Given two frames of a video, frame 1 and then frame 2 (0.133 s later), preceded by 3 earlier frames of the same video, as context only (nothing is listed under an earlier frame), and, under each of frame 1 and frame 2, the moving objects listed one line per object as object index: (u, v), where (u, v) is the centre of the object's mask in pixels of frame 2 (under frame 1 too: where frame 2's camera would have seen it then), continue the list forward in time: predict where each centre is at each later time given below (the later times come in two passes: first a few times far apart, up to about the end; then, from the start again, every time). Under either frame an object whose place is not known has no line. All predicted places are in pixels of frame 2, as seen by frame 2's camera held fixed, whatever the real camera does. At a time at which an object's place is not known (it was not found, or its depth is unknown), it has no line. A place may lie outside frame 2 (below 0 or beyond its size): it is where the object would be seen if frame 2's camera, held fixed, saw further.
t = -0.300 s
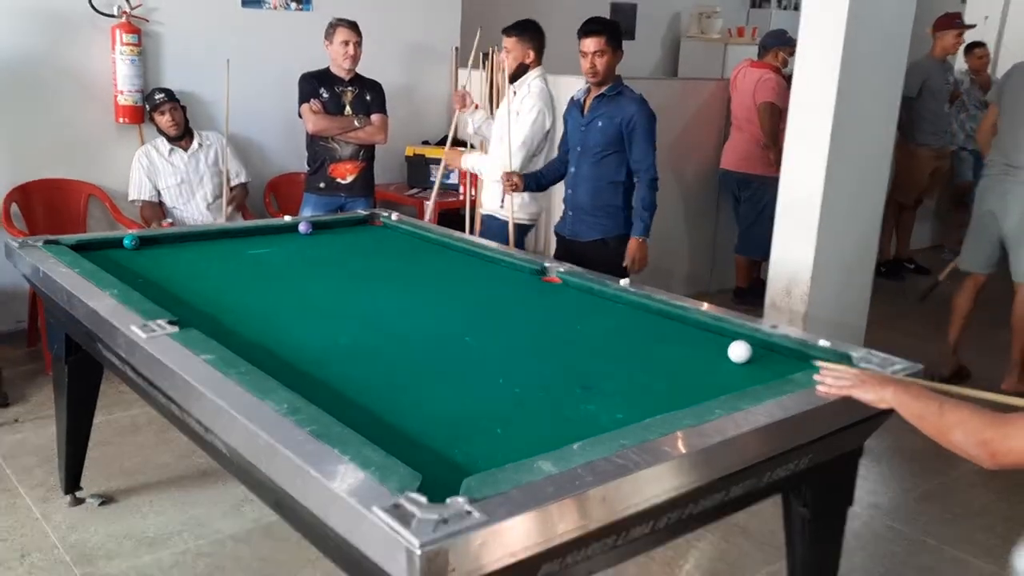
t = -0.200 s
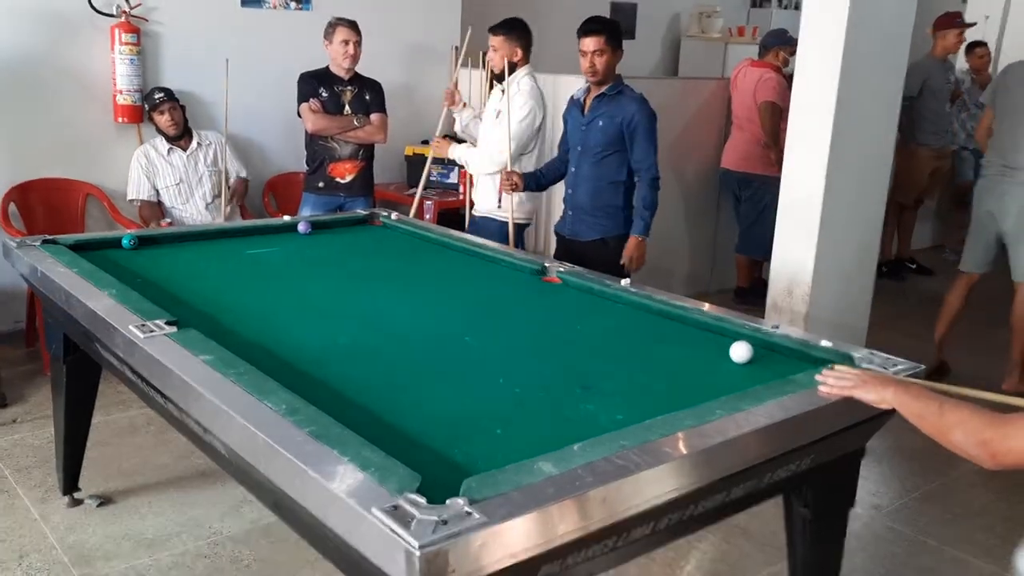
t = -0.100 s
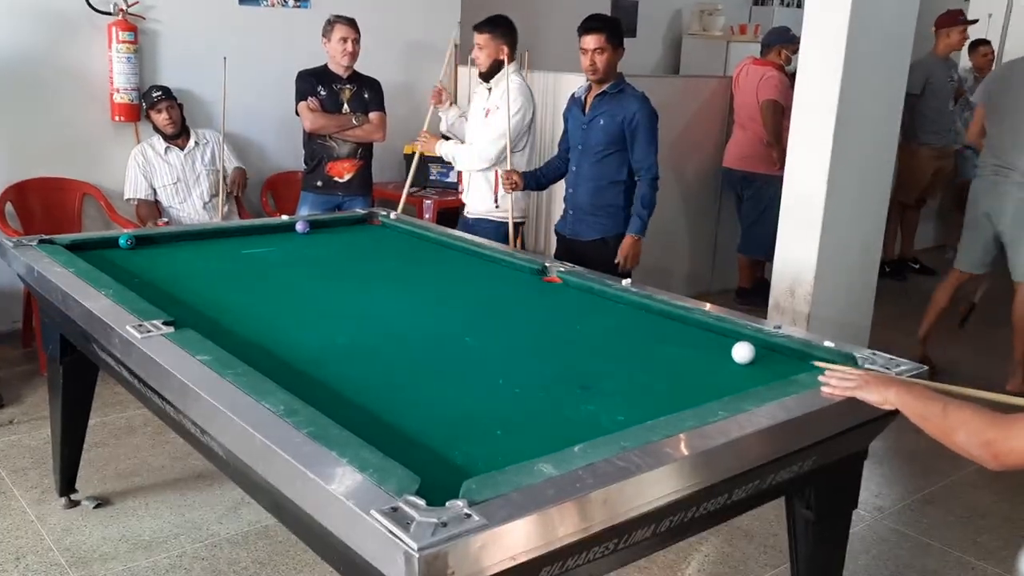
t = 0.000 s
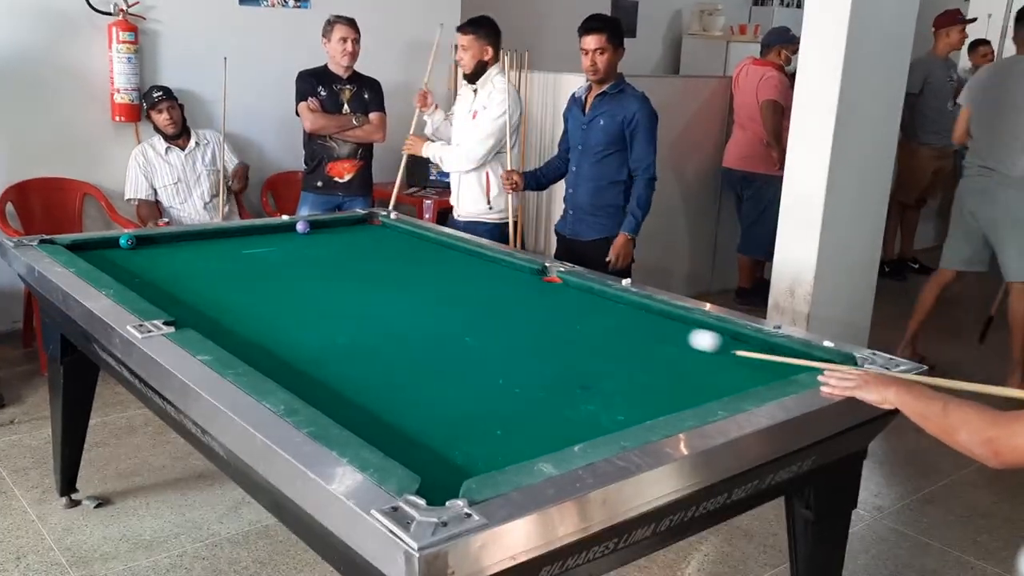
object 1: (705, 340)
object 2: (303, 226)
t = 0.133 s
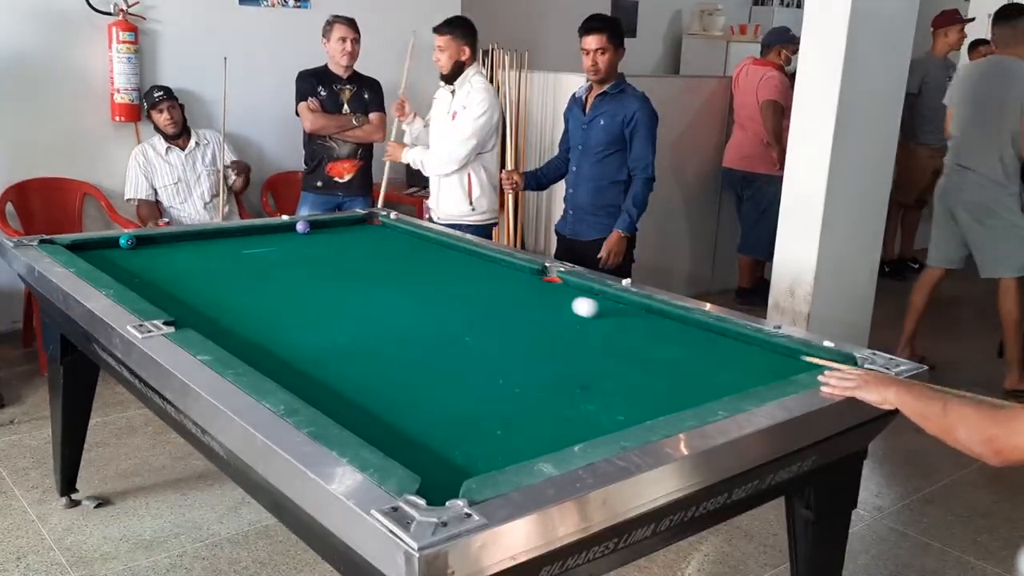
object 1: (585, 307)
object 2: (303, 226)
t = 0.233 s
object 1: (518, 288)
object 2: (303, 226)
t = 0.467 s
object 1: (403, 254)
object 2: (303, 226)
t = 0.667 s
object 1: (324, 231)
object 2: (303, 226)
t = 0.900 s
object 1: (337, 225)
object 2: (304, 239)
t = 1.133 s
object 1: (371, 227)
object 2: (318, 258)
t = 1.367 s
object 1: (402, 230)
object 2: (335, 281)
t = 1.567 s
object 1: (400, 234)
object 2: (351, 303)
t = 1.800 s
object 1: (397, 239)
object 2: (373, 332)
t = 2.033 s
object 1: (396, 244)
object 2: (400, 368)
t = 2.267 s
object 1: (394, 249)
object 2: (433, 412)
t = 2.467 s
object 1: (392, 252)
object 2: (467, 458)
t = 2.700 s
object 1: (391, 257)
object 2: (427, 456)
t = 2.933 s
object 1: (389, 261)
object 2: (365, 432)
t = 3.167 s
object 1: (387, 265)
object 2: (346, 413)
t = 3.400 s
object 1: (386, 268)
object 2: (329, 395)
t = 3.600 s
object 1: (385, 271)
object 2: (317, 380)
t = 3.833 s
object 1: (384, 273)
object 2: (305, 366)
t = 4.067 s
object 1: (383, 275)
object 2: (295, 354)
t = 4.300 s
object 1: (381, 277)
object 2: (286, 343)
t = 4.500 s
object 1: (380, 278)
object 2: (280, 335)
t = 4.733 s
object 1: (380, 278)
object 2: (273, 326)
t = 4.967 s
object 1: (379, 278)
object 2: (269, 319)
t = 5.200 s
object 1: (379, 278)
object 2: (265, 313)
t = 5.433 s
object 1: (379, 278)
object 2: (262, 308)
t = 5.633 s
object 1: (379, 278)
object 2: (260, 304)
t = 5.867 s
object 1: (379, 278)
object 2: (258, 300)
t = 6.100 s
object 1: (379, 279)
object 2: (258, 298)
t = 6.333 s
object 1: (379, 278)
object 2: (257, 296)
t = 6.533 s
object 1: (379, 278)
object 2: (256, 295)
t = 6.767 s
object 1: (379, 278)
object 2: (255, 294)
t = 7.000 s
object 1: (379, 278)
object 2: (255, 294)
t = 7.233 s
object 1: (379, 278)
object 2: (255, 294)
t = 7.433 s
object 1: (379, 278)
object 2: (255, 294)
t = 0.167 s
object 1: (560, 300)
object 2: (303, 226)
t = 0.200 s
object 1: (539, 294)
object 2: (303, 226)
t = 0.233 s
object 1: (518, 288)
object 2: (303, 226)
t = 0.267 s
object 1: (500, 282)
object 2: (303, 226)
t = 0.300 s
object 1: (482, 277)
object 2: (302, 226)
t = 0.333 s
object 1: (465, 272)
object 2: (302, 226)
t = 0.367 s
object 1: (449, 268)
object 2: (302, 226)
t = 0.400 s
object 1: (433, 263)
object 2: (303, 227)
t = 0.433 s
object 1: (418, 258)
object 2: (303, 227)
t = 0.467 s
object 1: (403, 254)
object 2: (303, 226)
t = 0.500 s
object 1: (389, 250)
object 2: (303, 226)
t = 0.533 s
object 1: (375, 246)
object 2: (303, 226)
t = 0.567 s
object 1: (362, 242)
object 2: (303, 226)
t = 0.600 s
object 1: (349, 238)
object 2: (303, 226)
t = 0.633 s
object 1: (336, 234)
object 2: (303, 226)
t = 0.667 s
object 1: (324, 231)
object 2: (303, 226)
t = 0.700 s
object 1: (315, 228)
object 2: (299, 226)
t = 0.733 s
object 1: (317, 226)
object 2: (295, 226)
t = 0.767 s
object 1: (318, 225)
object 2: (296, 229)
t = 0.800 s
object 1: (318, 223)
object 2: (298, 232)
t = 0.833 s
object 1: (325, 224)
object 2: (300, 234)
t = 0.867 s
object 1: (331, 224)
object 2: (302, 237)
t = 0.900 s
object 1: (337, 225)
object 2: (304, 239)
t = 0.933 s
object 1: (342, 225)
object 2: (306, 242)
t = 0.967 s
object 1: (347, 226)
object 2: (307, 245)
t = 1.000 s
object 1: (352, 226)
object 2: (310, 247)
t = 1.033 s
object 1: (356, 226)
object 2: (312, 250)
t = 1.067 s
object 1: (361, 227)
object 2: (314, 253)
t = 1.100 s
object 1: (366, 227)
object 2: (316, 256)
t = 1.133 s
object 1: (371, 227)
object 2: (318, 258)
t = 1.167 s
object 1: (375, 228)
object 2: (320, 261)
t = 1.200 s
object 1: (380, 228)
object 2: (323, 264)
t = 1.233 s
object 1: (384, 228)
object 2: (325, 267)
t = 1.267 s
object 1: (389, 228)
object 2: (328, 271)
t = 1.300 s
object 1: (394, 229)
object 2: (330, 274)
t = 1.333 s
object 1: (398, 229)
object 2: (332, 277)
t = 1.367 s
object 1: (402, 230)
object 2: (335, 281)
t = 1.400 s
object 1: (402, 230)
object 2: (337, 284)
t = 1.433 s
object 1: (401, 231)
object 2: (340, 288)
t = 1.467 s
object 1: (401, 232)
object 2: (343, 291)
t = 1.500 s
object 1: (400, 233)
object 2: (345, 295)
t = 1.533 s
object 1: (400, 233)
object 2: (348, 299)
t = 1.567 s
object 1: (400, 234)
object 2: (351, 303)
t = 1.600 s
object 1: (399, 235)
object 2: (354, 306)
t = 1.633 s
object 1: (399, 235)
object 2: (357, 310)
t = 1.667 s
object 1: (399, 236)
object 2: (360, 315)
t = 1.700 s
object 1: (399, 237)
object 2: (363, 319)
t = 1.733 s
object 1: (398, 237)
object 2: (366, 323)
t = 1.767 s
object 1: (398, 238)
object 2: (370, 327)
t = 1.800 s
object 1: (397, 239)
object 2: (373, 332)
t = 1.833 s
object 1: (397, 240)
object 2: (377, 337)
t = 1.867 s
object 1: (397, 240)
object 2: (381, 342)
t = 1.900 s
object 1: (397, 241)
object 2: (384, 347)
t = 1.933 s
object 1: (396, 242)
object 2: (388, 352)
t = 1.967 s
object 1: (396, 242)
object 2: (392, 357)
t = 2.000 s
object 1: (396, 243)
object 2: (396, 363)
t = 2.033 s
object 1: (396, 244)
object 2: (400, 368)
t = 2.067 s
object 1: (395, 244)
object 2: (405, 374)
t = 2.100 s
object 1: (395, 245)
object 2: (409, 380)
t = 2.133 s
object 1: (395, 246)
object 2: (414, 386)
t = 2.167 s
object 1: (395, 246)
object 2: (418, 392)
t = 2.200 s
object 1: (394, 247)
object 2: (423, 399)
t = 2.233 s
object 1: (394, 248)
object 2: (428, 405)
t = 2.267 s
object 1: (394, 249)
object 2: (433, 412)
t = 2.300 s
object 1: (393, 249)
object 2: (439, 420)
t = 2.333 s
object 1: (393, 250)
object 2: (444, 426)
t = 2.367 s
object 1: (393, 250)
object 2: (450, 434)
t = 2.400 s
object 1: (393, 251)
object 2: (455, 442)
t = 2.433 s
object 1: (392, 252)
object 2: (461, 451)
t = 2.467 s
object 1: (392, 252)
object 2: (467, 458)
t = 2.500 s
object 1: (392, 253)
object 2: (473, 465)
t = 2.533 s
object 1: (392, 254)
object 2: (476, 469)
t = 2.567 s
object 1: (391, 254)
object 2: (465, 468)
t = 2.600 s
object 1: (391, 255)
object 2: (456, 466)
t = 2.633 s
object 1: (391, 255)
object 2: (446, 463)
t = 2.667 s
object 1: (391, 256)
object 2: (436, 459)
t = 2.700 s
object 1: (391, 257)
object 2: (427, 456)
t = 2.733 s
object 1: (390, 257)
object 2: (418, 452)
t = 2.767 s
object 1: (390, 258)
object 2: (408, 449)
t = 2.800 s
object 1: (390, 259)
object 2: (399, 447)
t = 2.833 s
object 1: (390, 259)
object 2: (391, 443)
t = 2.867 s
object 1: (389, 260)
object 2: (382, 439)
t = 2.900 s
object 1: (389, 260)
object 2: (373, 435)
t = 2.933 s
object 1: (389, 261)
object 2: (365, 432)
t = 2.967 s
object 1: (389, 261)
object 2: (362, 429)
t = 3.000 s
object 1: (388, 262)
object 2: (360, 427)
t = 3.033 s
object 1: (388, 263)
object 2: (356, 423)
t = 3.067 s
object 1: (388, 263)
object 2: (354, 421)
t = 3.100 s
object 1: (388, 264)
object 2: (351, 419)
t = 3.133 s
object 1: (388, 264)
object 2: (348, 416)
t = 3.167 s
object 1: (387, 265)
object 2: (346, 413)
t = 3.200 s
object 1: (387, 265)
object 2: (343, 411)
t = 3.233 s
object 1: (387, 266)
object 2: (341, 409)
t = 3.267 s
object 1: (387, 266)
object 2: (338, 406)
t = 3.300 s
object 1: (387, 267)
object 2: (336, 404)
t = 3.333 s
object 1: (387, 267)
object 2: (333, 401)
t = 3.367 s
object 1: (386, 268)
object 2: (331, 397)
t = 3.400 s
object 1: (386, 268)
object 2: (329, 395)
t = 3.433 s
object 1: (386, 269)
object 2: (327, 392)
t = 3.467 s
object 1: (386, 269)
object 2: (325, 389)
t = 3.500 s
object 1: (386, 269)
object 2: (323, 387)
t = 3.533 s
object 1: (385, 270)
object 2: (321, 385)
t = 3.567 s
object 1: (385, 270)
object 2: (319, 383)
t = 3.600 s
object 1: (385, 271)
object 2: (317, 380)
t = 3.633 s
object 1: (385, 271)
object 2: (316, 378)
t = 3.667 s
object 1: (385, 271)
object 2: (314, 376)
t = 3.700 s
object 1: (385, 272)
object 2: (312, 374)
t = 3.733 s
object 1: (384, 272)
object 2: (310, 372)
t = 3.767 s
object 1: (384, 273)
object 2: (309, 370)
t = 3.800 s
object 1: (384, 273)
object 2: (307, 368)
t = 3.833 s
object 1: (384, 273)
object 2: (305, 366)
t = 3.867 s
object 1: (384, 273)
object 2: (303, 364)
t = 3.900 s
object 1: (384, 274)
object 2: (301, 362)
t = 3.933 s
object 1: (384, 274)
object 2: (300, 360)
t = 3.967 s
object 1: (383, 274)
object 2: (298, 359)
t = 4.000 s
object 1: (383, 275)
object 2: (297, 357)
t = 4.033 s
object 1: (383, 275)
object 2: (296, 356)
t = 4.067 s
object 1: (383, 275)
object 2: (295, 354)
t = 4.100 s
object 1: (383, 276)
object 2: (294, 353)
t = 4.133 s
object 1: (382, 276)
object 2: (292, 350)
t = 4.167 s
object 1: (382, 276)
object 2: (291, 349)
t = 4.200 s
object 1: (382, 276)
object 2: (290, 347)
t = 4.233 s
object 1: (382, 277)
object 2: (289, 345)
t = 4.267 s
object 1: (382, 277)
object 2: (288, 344)
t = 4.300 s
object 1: (381, 277)
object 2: (286, 343)
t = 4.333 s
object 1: (381, 277)
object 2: (285, 341)
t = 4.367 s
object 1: (381, 277)
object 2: (284, 340)
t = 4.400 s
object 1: (381, 278)
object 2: (283, 338)
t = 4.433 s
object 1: (381, 278)
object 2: (282, 337)
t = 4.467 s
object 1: (380, 278)
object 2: (281, 336)
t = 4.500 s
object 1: (380, 278)
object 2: (280, 335)
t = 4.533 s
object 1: (380, 278)
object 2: (279, 333)
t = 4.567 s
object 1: (380, 278)
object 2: (278, 332)
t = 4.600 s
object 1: (380, 278)
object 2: (277, 331)
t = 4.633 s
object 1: (380, 278)
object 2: (276, 330)
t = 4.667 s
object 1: (380, 278)
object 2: (275, 329)
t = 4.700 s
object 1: (380, 278)
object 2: (274, 327)
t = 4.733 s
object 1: (380, 278)
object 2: (273, 326)
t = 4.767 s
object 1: (380, 278)
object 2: (273, 325)
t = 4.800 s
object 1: (379, 278)
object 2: (272, 324)
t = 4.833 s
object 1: (380, 278)
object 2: (272, 323)
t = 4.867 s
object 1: (379, 278)
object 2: (271, 322)
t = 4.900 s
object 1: (379, 278)
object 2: (270, 321)
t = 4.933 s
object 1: (379, 278)
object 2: (269, 320)
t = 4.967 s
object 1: (379, 278)
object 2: (269, 319)
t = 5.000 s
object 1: (379, 278)
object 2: (268, 318)
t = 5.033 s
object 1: (379, 278)
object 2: (268, 317)
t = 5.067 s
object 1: (379, 278)
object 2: (267, 317)
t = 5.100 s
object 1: (379, 278)
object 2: (267, 316)
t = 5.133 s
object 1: (379, 278)
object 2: (266, 315)
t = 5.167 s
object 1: (379, 278)
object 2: (266, 314)
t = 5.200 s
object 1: (379, 278)
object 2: (265, 313)
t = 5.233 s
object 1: (379, 278)
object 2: (264, 312)
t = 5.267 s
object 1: (379, 278)
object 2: (264, 312)
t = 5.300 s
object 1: (379, 278)
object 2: (264, 311)
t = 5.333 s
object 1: (379, 279)
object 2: (263, 310)
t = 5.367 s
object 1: (379, 278)
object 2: (263, 309)
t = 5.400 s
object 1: (379, 278)
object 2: (263, 309)
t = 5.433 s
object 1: (379, 278)
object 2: (262, 308)
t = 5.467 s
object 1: (379, 278)
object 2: (262, 307)
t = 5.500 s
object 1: (379, 278)
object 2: (261, 307)
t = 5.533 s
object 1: (379, 278)
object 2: (261, 306)
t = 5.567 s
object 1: (379, 278)
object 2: (261, 306)
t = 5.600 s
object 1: (379, 278)
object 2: (261, 305)
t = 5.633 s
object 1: (379, 278)
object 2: (260, 304)
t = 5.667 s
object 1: (379, 279)
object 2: (260, 304)
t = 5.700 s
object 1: (379, 279)
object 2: (260, 304)
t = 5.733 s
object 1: (379, 279)
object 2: (260, 303)
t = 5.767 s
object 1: (379, 278)
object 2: (259, 302)
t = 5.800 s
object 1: (379, 278)
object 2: (259, 301)
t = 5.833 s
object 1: (379, 278)
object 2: (258, 301)
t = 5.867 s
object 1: (379, 278)
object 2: (258, 300)
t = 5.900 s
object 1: (379, 278)
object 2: (258, 300)
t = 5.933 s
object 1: (379, 278)
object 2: (258, 300)
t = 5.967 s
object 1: (379, 278)
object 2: (258, 299)
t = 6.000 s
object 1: (379, 278)
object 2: (258, 299)
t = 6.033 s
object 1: (379, 278)
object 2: (258, 299)
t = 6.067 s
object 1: (379, 279)
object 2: (258, 299)
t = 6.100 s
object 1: (379, 279)
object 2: (258, 298)
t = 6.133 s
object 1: (379, 278)
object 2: (258, 298)
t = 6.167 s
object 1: (379, 278)
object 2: (258, 297)
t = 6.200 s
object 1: (379, 278)
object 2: (258, 297)
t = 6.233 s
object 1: (379, 278)
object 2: (257, 297)
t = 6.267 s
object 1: (379, 278)
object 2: (257, 297)
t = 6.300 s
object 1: (379, 278)
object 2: (257, 296)
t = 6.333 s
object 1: (379, 278)
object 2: (257, 296)
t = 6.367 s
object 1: (379, 278)
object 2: (257, 296)
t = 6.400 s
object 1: (379, 278)
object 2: (256, 296)
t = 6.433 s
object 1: (379, 278)
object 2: (256, 296)
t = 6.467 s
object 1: (379, 278)
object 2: (256, 295)
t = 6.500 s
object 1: (379, 278)
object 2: (256, 295)
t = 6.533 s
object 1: (379, 278)
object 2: (256, 295)
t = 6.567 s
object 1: (379, 278)
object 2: (256, 295)
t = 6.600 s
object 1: (379, 278)
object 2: (255, 295)
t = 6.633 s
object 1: (379, 278)
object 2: (255, 295)
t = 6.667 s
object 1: (379, 278)
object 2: (255, 295)
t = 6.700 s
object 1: (379, 278)
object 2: (255, 295)
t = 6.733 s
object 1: (379, 278)
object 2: (255, 294)
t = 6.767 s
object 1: (379, 278)
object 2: (255, 294)
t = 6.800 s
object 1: (379, 278)
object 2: (255, 294)
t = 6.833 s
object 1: (379, 278)
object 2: (255, 294)
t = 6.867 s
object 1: (379, 278)
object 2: (254, 294)
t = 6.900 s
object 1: (379, 278)
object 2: (255, 294)
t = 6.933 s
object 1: (379, 278)
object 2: (255, 294)
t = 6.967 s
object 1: (379, 278)
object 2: (255, 294)
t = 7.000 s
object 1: (379, 278)
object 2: (255, 294)
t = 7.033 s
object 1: (379, 278)
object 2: (255, 294)
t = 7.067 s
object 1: (379, 278)
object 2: (255, 294)
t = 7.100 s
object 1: (379, 278)
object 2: (255, 294)
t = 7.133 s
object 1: (379, 278)
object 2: (255, 294)
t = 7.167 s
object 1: (379, 278)
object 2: (255, 294)
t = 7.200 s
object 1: (379, 278)
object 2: (255, 294)
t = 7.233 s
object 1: (379, 278)
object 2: (255, 294)
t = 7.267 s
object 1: (379, 278)
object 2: (255, 294)
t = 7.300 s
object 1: (379, 278)
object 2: (255, 294)
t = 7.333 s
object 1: (379, 278)
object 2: (255, 294)
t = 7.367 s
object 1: (379, 278)
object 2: (255, 294)
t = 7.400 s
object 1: (379, 278)
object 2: (255, 294)
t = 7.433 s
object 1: (379, 278)
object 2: (255, 294)
